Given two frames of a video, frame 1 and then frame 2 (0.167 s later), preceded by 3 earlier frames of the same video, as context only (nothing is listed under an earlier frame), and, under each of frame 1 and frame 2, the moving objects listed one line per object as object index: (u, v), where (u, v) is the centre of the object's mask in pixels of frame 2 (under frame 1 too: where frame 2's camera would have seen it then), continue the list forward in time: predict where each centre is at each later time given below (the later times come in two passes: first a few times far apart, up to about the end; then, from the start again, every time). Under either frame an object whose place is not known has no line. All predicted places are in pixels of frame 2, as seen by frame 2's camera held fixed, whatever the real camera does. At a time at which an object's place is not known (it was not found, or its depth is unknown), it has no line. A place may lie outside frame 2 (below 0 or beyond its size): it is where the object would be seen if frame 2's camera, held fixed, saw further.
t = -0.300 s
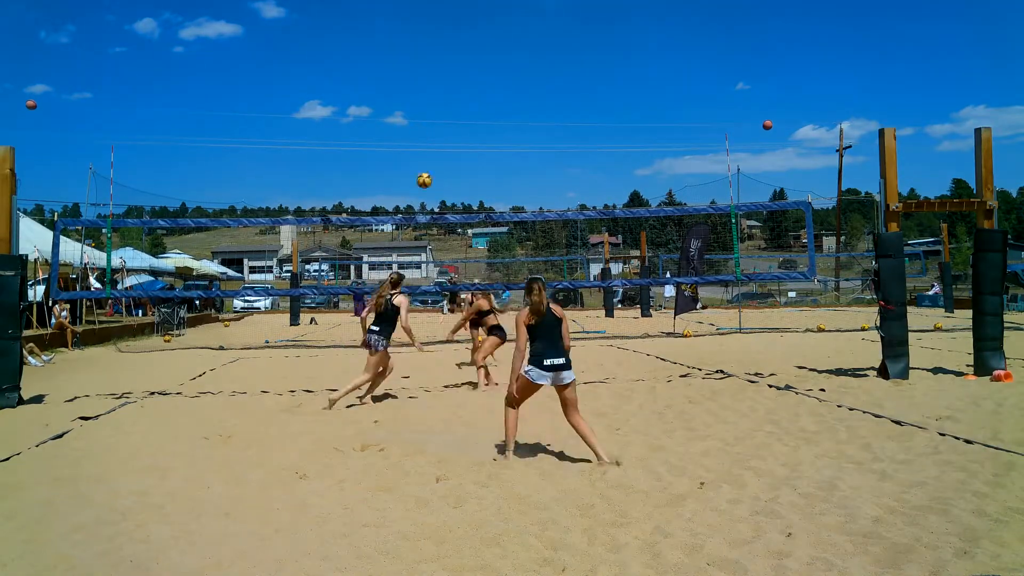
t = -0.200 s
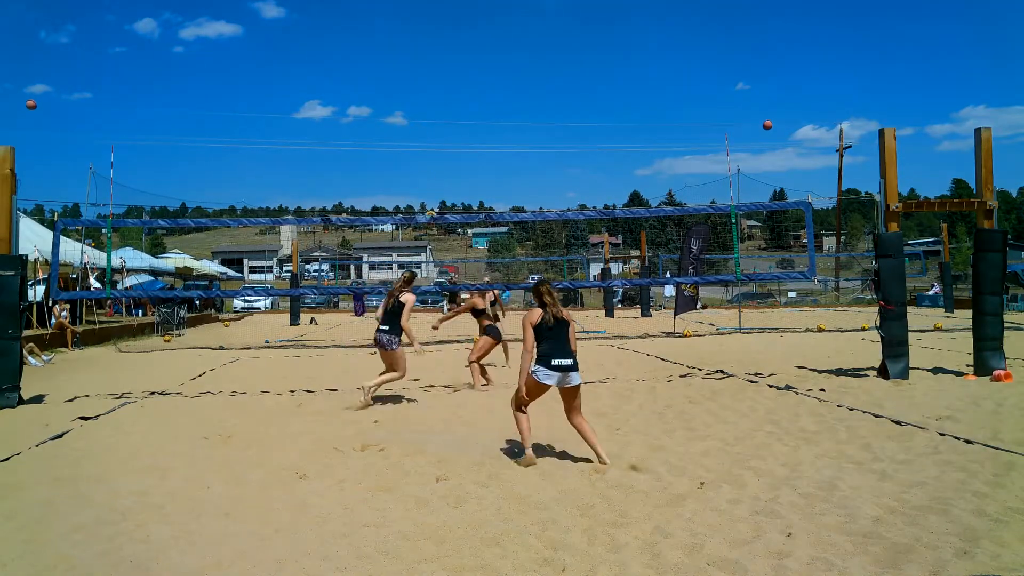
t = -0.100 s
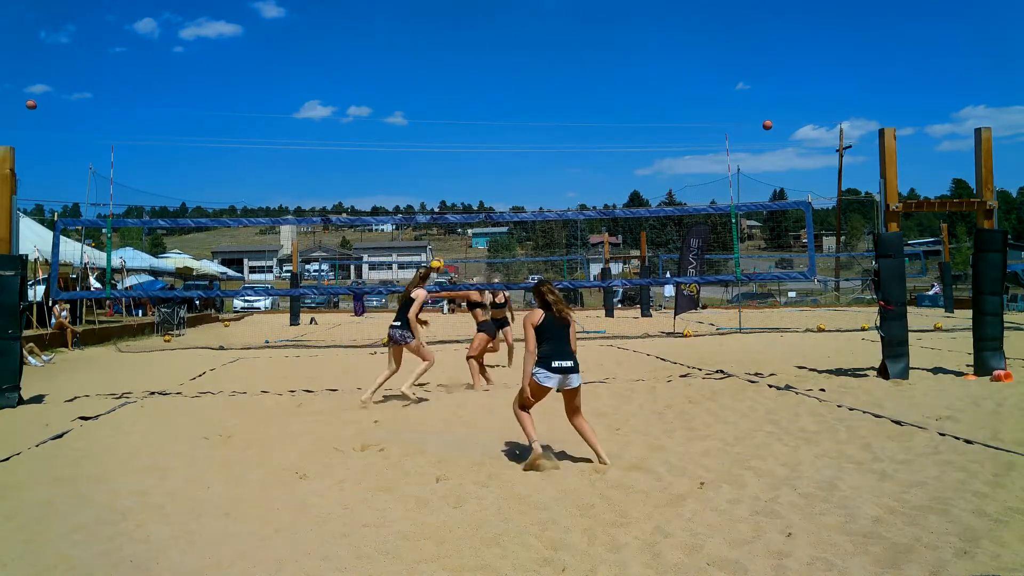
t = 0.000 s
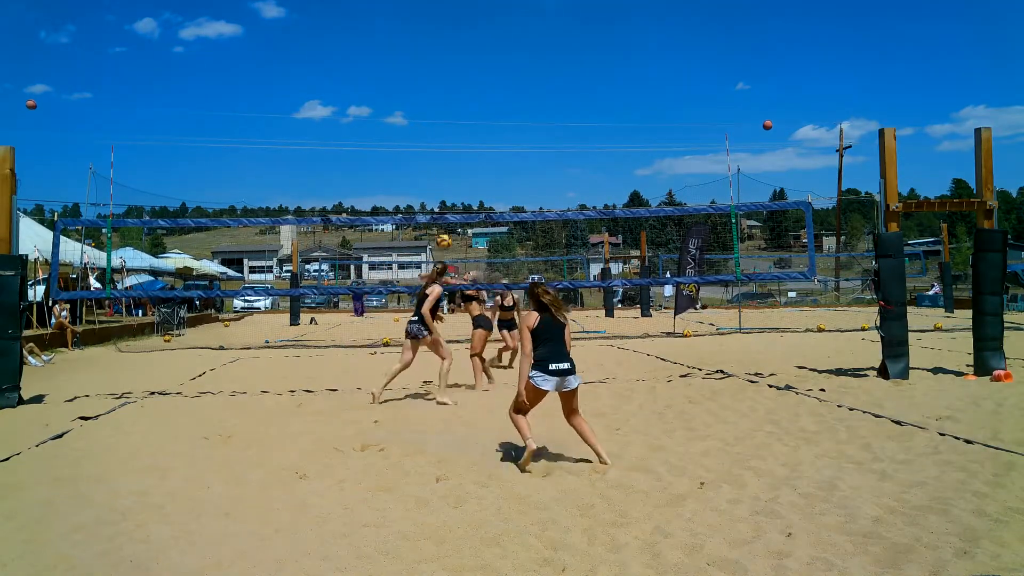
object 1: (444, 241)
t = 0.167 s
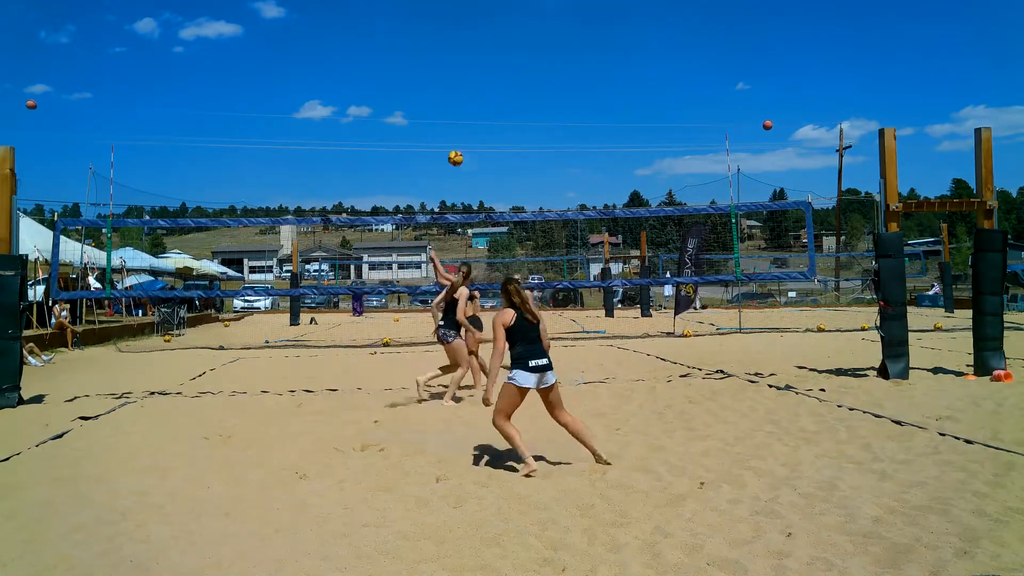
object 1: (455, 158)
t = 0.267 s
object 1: (463, 118)
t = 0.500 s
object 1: (484, 52)
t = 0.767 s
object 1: (510, 26)
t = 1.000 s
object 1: (534, 43)
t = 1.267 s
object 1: (565, 110)
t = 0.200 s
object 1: (458, 144)
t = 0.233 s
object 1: (461, 130)
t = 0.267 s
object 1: (463, 118)
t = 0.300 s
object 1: (466, 106)
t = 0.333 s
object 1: (469, 95)
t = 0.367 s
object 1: (472, 85)
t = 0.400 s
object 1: (475, 76)
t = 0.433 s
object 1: (478, 67)
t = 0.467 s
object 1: (481, 59)
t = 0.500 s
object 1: (484, 52)
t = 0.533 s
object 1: (487, 46)
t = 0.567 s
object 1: (490, 41)
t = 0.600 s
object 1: (493, 37)
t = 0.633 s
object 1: (497, 33)
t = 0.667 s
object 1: (500, 30)
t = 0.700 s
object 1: (503, 28)
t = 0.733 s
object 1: (506, 27)
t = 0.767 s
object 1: (510, 26)
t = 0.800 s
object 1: (513, 26)
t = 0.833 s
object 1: (516, 27)
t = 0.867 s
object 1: (520, 29)
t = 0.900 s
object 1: (523, 31)
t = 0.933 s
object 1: (527, 35)
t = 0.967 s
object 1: (531, 38)
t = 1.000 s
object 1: (534, 43)
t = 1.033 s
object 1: (538, 49)
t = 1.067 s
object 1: (542, 56)
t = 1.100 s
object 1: (546, 62)
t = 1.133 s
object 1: (549, 70)
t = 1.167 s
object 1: (553, 79)
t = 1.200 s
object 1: (557, 89)
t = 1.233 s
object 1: (561, 99)
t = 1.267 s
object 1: (565, 110)
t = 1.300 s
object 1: (569, 121)
